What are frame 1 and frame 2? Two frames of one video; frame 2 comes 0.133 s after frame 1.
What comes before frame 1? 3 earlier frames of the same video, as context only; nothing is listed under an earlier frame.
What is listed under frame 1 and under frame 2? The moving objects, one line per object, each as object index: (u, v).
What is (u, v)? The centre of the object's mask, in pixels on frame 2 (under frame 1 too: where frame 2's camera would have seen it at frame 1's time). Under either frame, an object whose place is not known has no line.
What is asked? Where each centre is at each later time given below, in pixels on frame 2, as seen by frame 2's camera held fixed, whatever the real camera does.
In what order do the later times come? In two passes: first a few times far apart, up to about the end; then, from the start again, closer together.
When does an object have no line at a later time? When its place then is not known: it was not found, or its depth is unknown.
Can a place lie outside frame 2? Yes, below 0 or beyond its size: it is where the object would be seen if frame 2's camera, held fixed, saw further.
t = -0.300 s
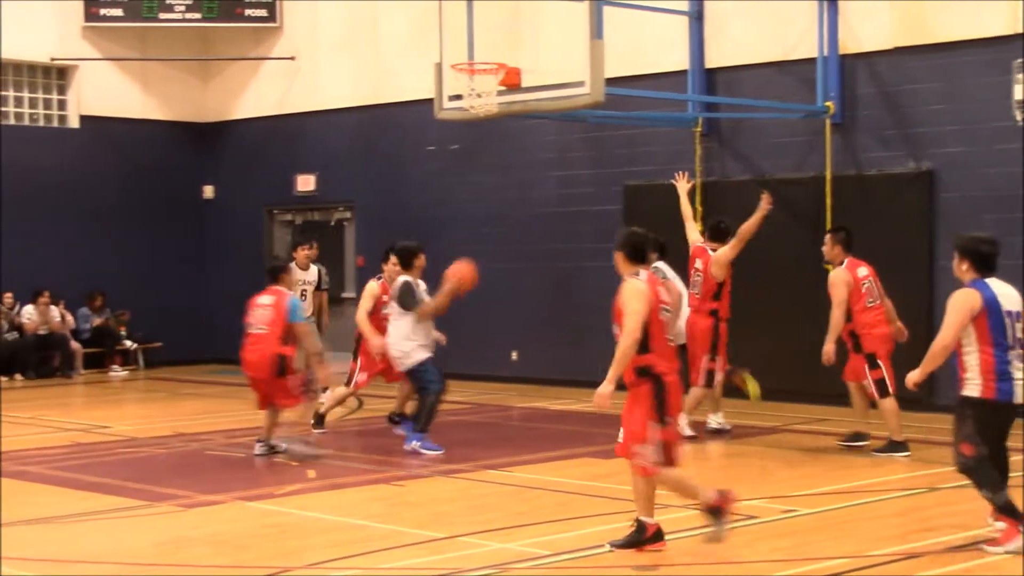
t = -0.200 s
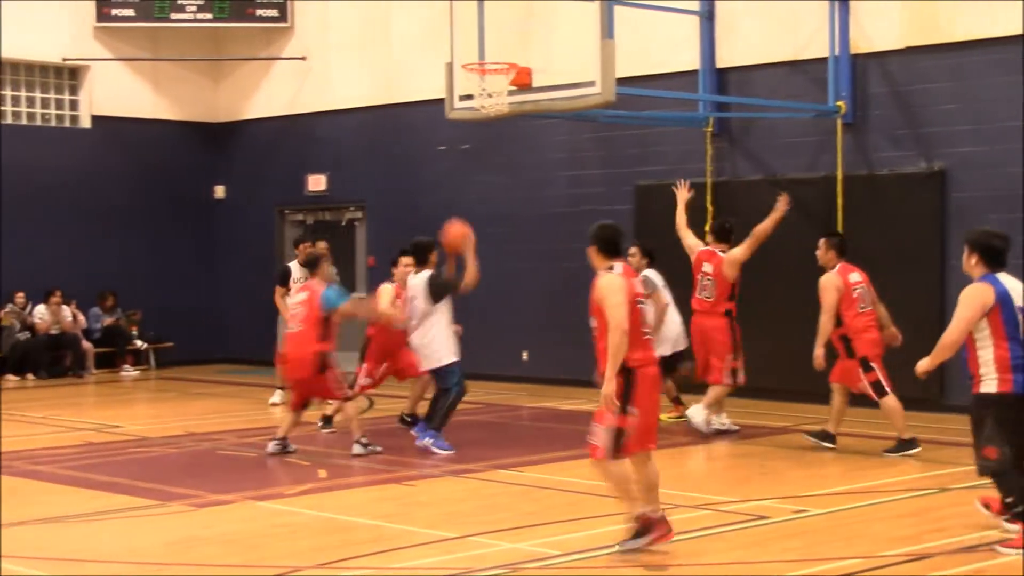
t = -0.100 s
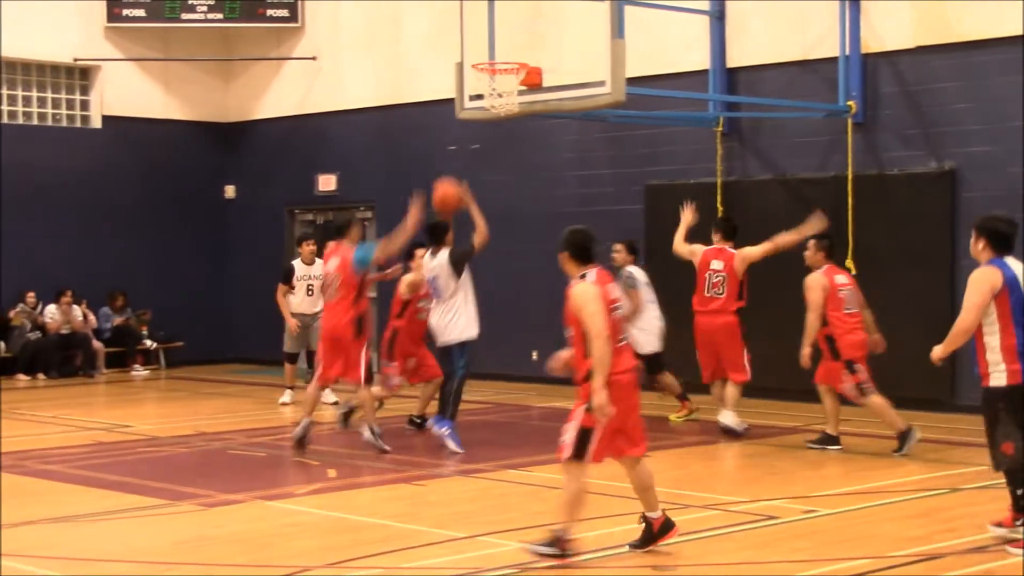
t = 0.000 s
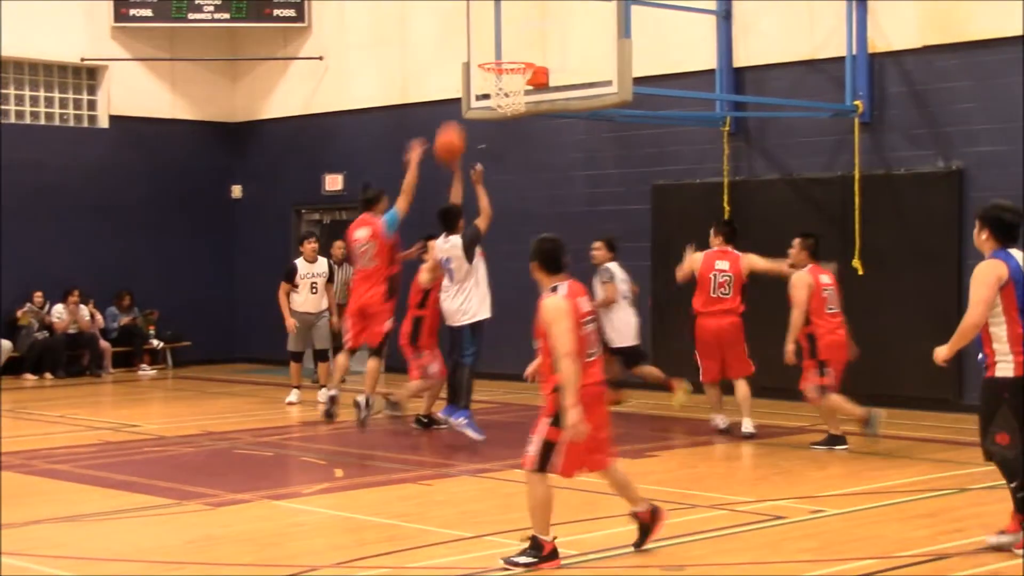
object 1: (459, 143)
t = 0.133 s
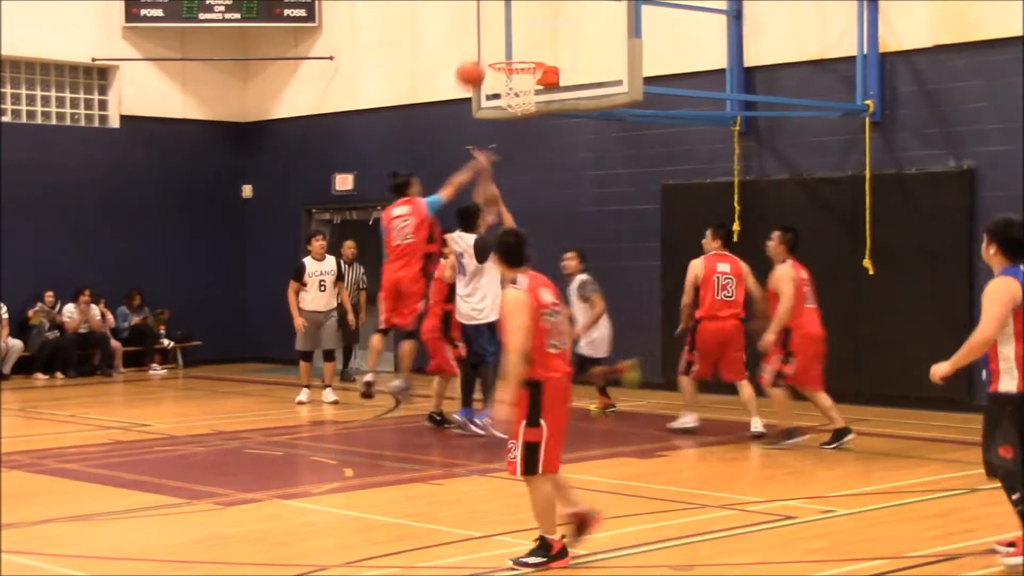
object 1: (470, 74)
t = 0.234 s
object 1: (478, 37)
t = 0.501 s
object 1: (499, 8)
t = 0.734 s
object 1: (516, 43)
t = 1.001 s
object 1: (520, 129)
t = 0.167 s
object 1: (473, 61)
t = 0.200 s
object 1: (476, 48)
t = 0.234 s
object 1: (478, 37)
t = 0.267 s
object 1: (481, 29)
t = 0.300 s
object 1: (483, 21)
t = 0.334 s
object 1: (486, 16)
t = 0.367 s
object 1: (489, 12)
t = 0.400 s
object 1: (491, 10)
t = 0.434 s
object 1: (492, 8)
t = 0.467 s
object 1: (495, 8)
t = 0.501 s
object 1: (499, 8)
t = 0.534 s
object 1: (501, 9)
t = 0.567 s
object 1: (504, 11)
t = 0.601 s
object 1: (506, 14)
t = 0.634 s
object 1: (509, 19)
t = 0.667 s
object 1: (511, 26)
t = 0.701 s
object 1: (514, 34)
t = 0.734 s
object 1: (516, 43)
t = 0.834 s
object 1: (522, 79)
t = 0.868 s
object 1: (521, 84)
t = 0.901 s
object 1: (523, 105)
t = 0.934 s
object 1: (523, 112)
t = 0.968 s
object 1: (522, 118)
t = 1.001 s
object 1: (520, 129)
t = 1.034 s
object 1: (518, 139)
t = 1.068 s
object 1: (516, 152)
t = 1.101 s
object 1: (514, 166)
